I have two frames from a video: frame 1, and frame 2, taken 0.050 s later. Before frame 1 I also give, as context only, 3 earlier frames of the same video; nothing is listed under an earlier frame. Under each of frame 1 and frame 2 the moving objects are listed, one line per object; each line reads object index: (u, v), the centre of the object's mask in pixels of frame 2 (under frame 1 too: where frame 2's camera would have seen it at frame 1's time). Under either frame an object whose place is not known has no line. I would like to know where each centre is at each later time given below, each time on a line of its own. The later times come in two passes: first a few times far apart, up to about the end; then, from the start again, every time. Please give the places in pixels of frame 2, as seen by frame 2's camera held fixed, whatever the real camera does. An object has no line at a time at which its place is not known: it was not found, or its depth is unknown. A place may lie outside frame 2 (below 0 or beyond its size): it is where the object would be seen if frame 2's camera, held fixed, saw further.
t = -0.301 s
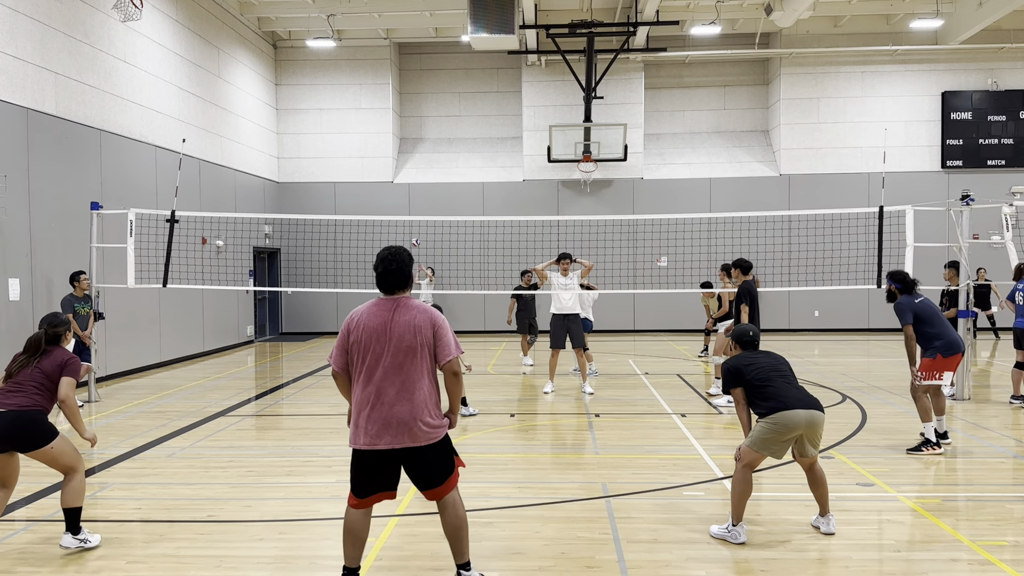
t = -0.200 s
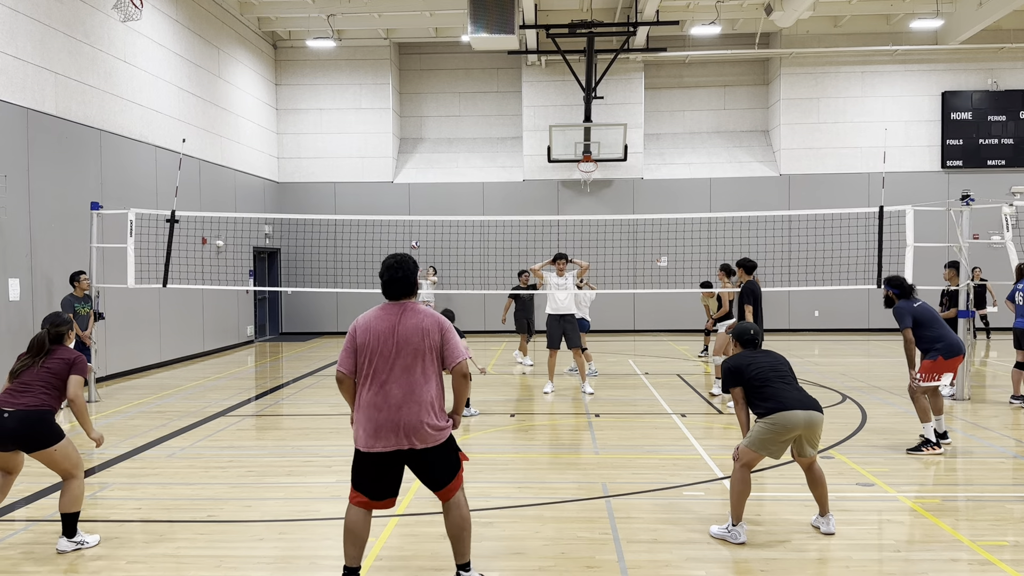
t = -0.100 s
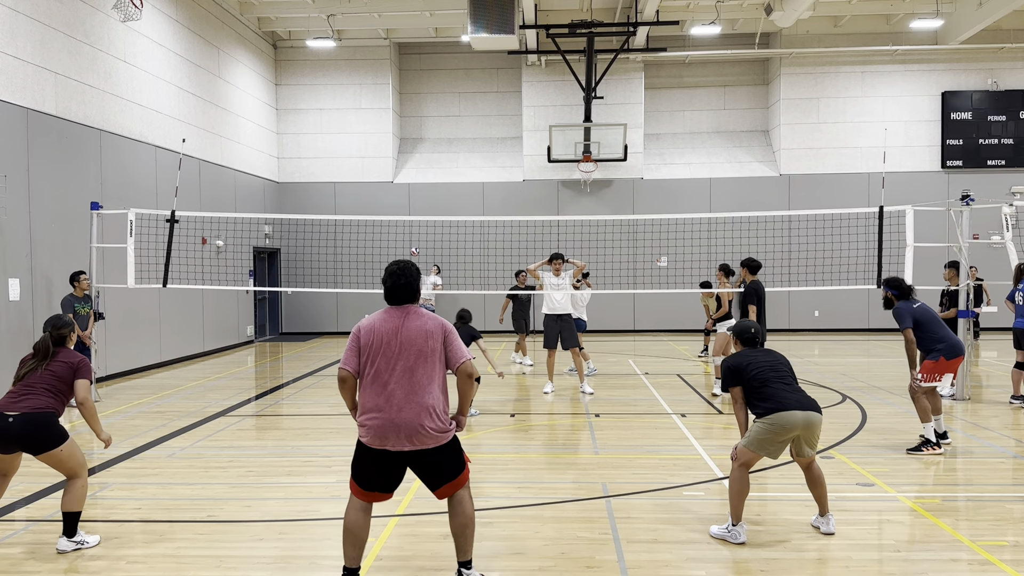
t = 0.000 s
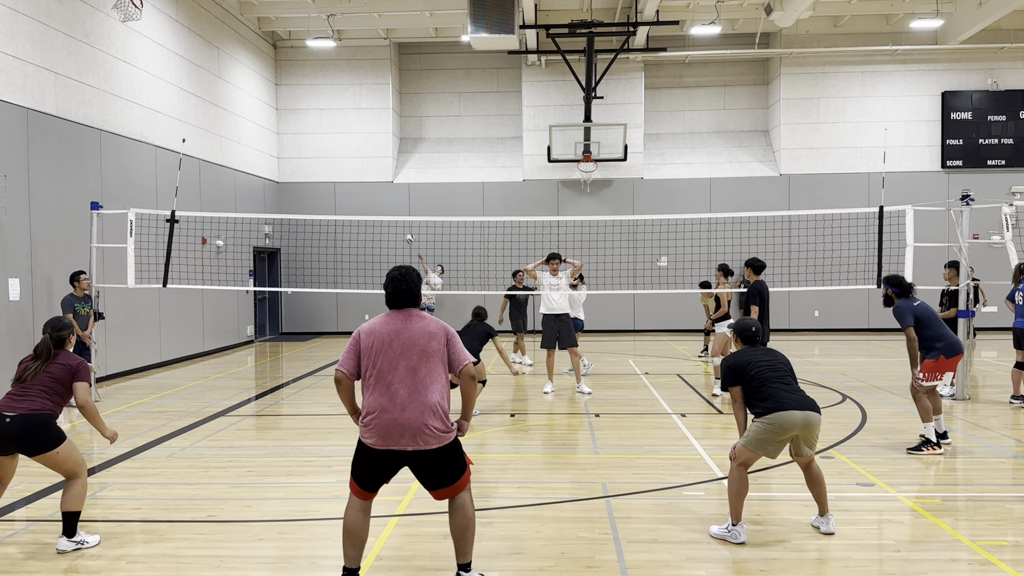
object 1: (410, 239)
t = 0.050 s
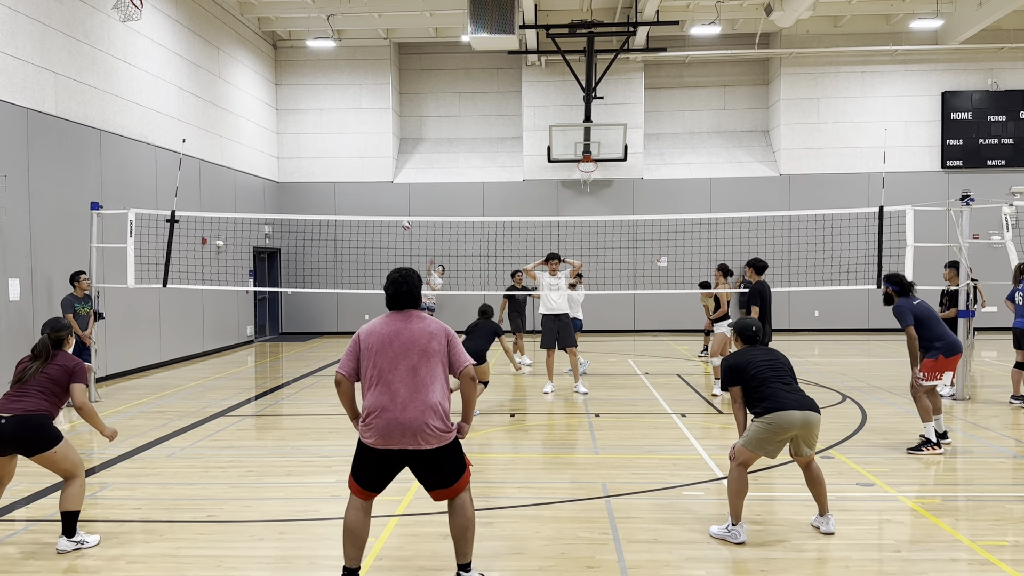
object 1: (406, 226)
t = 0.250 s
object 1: (390, 176)
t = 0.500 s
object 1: (359, 132)
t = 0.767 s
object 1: (316, 130)
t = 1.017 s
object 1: (265, 194)
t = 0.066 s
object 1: (405, 223)
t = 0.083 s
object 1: (404, 214)
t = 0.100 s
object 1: (403, 212)
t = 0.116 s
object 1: (402, 208)
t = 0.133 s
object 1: (400, 204)
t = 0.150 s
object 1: (399, 199)
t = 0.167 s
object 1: (398, 195)
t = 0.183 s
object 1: (396, 191)
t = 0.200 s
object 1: (395, 187)
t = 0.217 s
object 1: (393, 184)
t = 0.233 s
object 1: (391, 179)
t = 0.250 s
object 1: (390, 176)
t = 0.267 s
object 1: (388, 172)
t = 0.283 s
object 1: (386, 168)
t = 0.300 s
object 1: (384, 165)
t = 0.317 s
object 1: (382, 162)
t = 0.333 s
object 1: (381, 158)
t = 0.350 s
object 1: (379, 155)
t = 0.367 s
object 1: (377, 152)
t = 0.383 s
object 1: (374, 149)
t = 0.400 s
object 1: (373, 147)
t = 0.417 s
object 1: (370, 144)
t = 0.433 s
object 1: (368, 141)
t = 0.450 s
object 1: (366, 138)
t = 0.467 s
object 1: (363, 136)
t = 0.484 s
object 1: (361, 134)
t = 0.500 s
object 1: (359, 132)
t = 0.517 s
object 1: (356, 131)
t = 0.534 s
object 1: (354, 129)
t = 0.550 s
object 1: (351, 128)
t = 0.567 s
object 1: (349, 127)
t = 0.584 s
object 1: (346, 126)
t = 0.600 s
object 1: (344, 125)
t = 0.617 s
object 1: (341, 125)
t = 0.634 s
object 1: (338, 125)
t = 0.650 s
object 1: (336, 125)
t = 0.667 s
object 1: (333, 125)
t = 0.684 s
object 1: (331, 125)
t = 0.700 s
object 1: (328, 126)
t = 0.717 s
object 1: (325, 126)
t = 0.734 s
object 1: (322, 128)
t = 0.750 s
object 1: (319, 129)
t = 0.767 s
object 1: (316, 130)
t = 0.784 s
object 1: (313, 132)
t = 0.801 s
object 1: (310, 135)
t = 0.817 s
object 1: (307, 137)
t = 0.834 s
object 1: (304, 140)
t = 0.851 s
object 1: (301, 143)
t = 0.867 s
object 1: (297, 146)
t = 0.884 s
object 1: (294, 150)
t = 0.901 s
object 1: (291, 154)
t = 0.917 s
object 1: (287, 158)
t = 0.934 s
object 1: (284, 163)
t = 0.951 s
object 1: (280, 168)
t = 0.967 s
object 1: (276, 174)
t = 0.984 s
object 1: (273, 181)
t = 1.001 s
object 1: (269, 187)
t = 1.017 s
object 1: (265, 194)
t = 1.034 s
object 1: (261, 201)
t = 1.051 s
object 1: (256, 210)
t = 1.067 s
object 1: (251, 219)
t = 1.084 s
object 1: (247, 229)
